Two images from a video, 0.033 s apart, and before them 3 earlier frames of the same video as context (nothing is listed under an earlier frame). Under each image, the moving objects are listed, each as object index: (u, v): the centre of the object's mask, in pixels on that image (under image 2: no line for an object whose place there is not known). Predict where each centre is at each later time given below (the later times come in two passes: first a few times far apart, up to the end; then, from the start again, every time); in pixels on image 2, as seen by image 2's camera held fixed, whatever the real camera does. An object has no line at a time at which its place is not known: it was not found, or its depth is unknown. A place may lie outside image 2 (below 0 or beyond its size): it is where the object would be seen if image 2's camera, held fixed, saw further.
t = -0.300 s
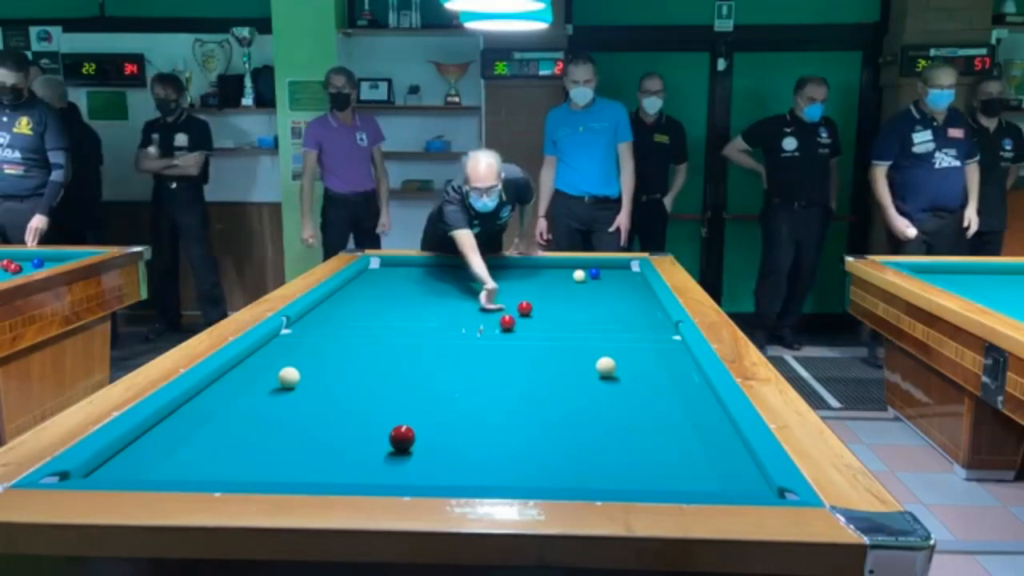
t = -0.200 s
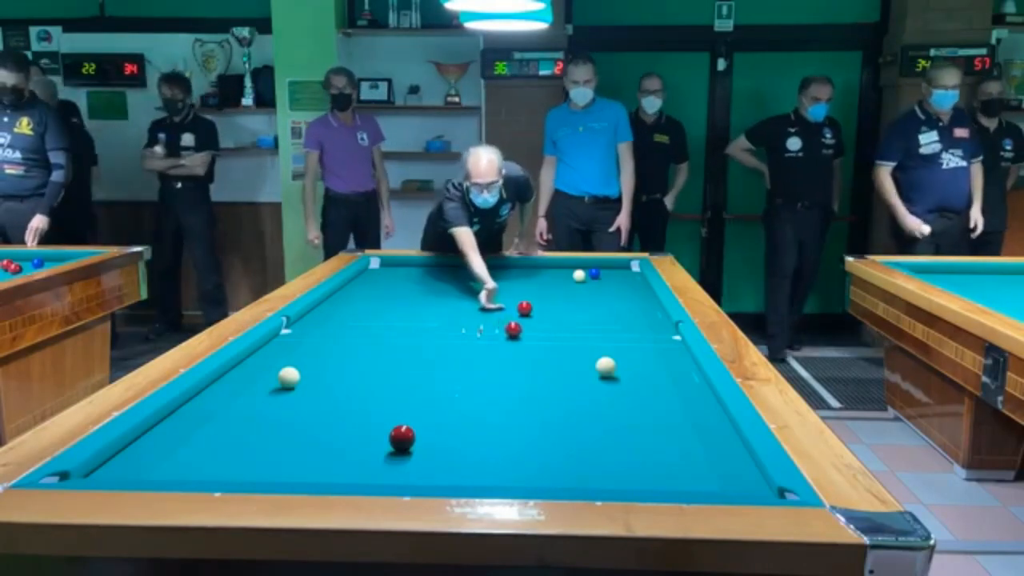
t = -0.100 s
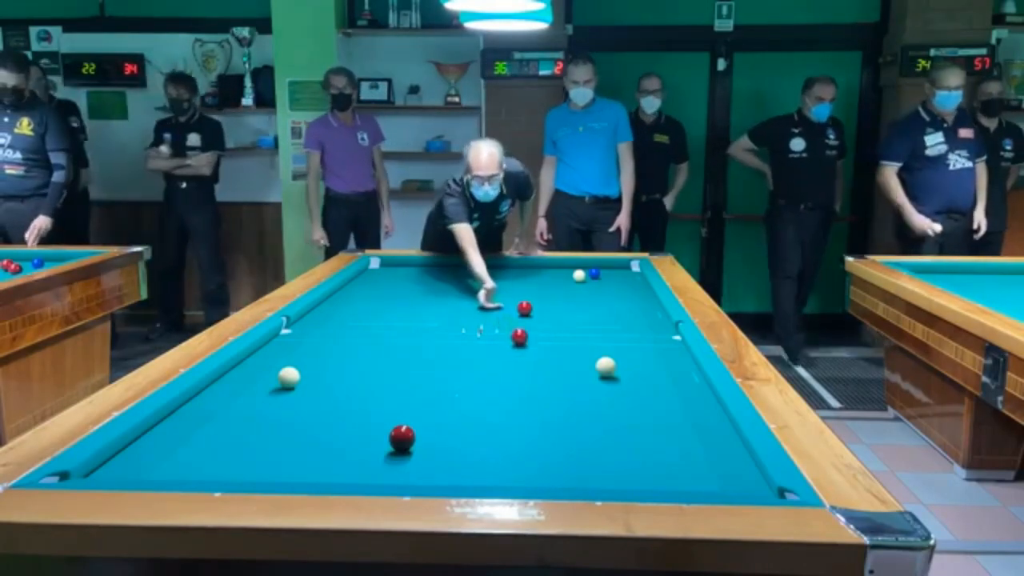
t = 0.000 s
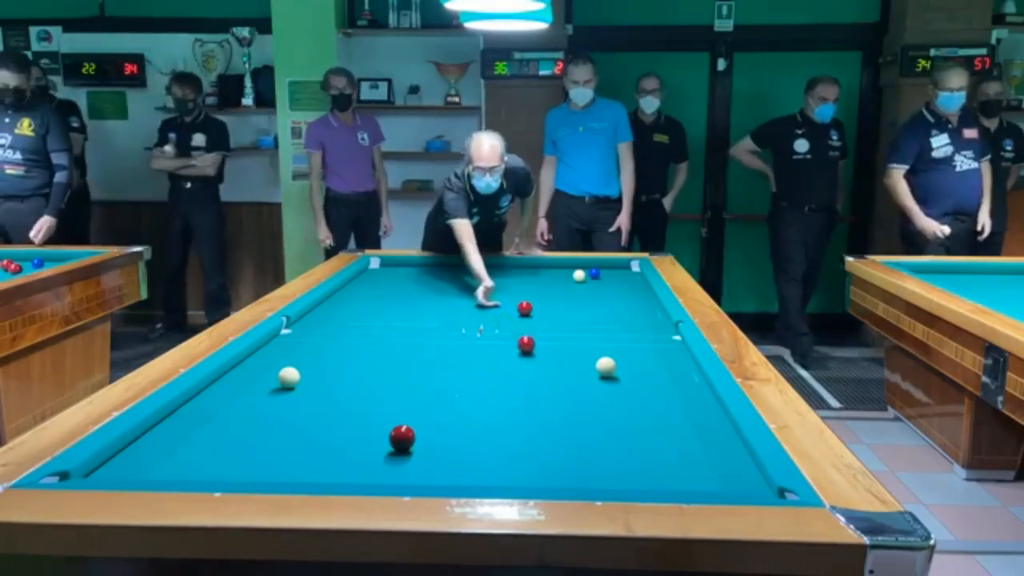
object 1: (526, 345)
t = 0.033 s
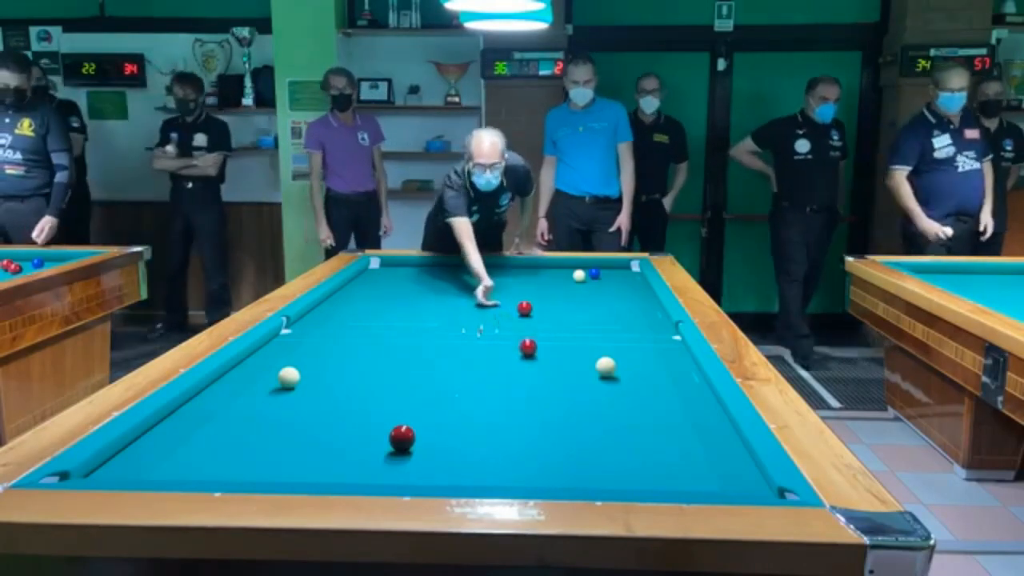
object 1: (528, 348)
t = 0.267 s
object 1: (546, 368)
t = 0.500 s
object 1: (567, 392)
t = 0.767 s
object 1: (597, 428)
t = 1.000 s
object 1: (630, 467)
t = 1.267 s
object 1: (656, 469)
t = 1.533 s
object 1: (668, 443)
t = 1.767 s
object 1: (677, 423)
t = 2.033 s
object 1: (685, 404)
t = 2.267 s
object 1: (691, 389)
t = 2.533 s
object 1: (690, 375)
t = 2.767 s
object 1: (679, 364)
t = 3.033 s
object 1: (667, 354)
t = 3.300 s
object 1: (657, 344)
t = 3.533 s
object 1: (650, 337)
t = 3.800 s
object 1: (642, 330)
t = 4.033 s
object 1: (635, 324)
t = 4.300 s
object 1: (628, 317)
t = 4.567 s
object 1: (622, 312)
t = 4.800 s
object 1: (617, 307)
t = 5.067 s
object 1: (611, 302)
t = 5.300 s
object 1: (607, 298)
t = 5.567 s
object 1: (602, 294)
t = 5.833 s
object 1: (598, 290)
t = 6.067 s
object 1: (594, 287)
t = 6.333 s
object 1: (590, 284)
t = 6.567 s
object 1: (588, 281)
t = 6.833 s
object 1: (584, 279)
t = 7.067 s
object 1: (584, 278)
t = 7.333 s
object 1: (585, 277)
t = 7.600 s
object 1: (585, 277)
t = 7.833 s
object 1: (585, 276)
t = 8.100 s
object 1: (585, 276)
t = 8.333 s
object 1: (585, 276)
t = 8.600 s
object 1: (585, 276)
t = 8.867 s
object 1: (585, 276)
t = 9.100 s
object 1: (585, 276)
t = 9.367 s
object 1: (585, 275)
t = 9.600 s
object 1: (585, 275)
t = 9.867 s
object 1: (585, 275)
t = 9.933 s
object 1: (585, 275)
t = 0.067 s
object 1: (530, 350)
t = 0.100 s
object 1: (533, 353)
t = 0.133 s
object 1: (535, 356)
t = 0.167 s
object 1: (538, 359)
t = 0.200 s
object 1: (540, 362)
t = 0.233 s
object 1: (543, 365)
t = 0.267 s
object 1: (546, 368)
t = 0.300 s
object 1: (549, 371)
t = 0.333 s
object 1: (551, 375)
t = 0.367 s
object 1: (555, 378)
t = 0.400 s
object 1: (558, 382)
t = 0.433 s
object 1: (561, 386)
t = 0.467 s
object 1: (564, 390)
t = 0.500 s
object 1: (567, 392)
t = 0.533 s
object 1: (570, 396)
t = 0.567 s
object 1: (574, 400)
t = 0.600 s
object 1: (577, 405)
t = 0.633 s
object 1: (581, 409)
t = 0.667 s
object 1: (585, 413)
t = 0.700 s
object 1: (588, 418)
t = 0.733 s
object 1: (592, 423)
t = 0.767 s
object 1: (597, 428)
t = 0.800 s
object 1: (601, 433)
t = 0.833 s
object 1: (605, 438)
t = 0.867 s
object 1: (610, 444)
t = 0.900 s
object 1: (615, 449)
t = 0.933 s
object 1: (620, 455)
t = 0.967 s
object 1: (625, 461)
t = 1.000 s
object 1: (630, 467)
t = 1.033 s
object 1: (636, 474)
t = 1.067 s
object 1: (642, 479)
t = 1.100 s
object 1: (649, 483)
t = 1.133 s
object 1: (654, 486)
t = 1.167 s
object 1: (654, 481)
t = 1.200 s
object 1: (654, 478)
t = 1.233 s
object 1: (655, 473)
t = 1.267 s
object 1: (656, 469)
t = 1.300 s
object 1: (658, 466)
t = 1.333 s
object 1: (660, 463)
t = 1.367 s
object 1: (661, 460)
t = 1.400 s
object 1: (662, 456)
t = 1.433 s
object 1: (664, 453)
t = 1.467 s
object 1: (665, 450)
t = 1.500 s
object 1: (667, 446)
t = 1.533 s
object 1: (668, 443)
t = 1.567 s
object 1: (669, 440)
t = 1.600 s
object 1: (670, 437)
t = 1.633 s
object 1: (672, 434)
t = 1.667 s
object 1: (673, 431)
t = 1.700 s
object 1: (674, 428)
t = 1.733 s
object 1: (676, 426)
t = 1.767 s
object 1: (677, 423)
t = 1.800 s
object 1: (678, 420)
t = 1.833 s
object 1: (679, 418)
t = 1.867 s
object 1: (680, 416)
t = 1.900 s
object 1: (681, 413)
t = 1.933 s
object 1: (682, 411)
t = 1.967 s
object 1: (683, 409)
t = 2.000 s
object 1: (684, 406)
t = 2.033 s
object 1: (685, 404)
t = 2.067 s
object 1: (686, 401)
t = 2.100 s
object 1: (687, 399)
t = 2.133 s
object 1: (688, 397)
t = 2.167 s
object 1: (689, 396)
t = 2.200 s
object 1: (690, 393)
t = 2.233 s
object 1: (690, 391)
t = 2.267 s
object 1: (691, 389)
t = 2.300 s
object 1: (692, 387)
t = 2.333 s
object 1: (693, 385)
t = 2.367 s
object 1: (694, 383)
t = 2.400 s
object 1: (695, 381)
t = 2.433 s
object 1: (695, 380)
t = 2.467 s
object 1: (693, 378)
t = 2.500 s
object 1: (691, 377)
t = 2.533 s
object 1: (690, 375)
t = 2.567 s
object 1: (688, 373)
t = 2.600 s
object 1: (686, 372)
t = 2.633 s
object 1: (685, 371)
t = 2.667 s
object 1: (684, 369)
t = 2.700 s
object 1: (682, 367)
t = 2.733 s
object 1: (680, 366)
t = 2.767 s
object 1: (679, 364)
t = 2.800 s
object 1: (677, 363)
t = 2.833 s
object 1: (676, 361)
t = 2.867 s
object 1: (674, 360)
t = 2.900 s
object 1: (673, 359)
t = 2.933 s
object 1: (671, 357)
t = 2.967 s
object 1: (670, 356)
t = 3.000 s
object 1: (669, 355)
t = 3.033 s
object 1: (667, 354)
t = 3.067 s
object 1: (666, 352)
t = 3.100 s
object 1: (665, 351)
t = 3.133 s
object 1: (663, 350)
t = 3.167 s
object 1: (662, 349)
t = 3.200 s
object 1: (661, 348)
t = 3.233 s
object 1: (660, 346)
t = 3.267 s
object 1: (659, 345)
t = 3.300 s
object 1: (657, 344)
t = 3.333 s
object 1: (656, 343)
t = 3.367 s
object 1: (655, 342)
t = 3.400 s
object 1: (654, 341)
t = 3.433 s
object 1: (653, 340)
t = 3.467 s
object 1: (652, 339)
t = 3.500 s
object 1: (651, 338)
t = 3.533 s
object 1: (650, 337)
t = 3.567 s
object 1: (649, 336)
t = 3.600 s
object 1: (648, 335)
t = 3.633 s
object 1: (647, 334)
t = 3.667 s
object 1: (646, 333)
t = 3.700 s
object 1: (645, 332)
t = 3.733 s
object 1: (644, 331)
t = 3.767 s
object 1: (643, 330)
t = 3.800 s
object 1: (642, 330)
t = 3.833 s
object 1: (641, 329)
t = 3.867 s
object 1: (640, 328)
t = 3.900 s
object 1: (639, 327)
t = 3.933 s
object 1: (638, 326)
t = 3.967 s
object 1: (637, 325)
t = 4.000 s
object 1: (636, 324)
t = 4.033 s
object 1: (635, 324)
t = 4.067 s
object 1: (634, 322)
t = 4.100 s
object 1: (633, 322)
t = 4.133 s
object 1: (633, 321)
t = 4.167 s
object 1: (632, 320)
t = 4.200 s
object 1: (631, 319)
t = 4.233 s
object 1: (630, 319)
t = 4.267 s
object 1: (629, 318)
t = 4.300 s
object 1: (628, 317)
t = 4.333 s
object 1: (627, 316)
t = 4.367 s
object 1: (627, 316)
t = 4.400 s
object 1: (626, 315)
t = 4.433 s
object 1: (625, 314)
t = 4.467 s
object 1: (624, 314)
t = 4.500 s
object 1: (623, 313)
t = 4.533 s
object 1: (623, 312)
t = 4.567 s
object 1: (622, 312)
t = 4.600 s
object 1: (621, 311)
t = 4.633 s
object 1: (620, 310)
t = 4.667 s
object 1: (619, 309)
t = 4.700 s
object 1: (619, 309)
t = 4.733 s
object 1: (618, 308)
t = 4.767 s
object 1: (617, 307)
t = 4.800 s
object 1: (617, 307)
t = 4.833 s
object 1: (616, 306)
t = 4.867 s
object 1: (615, 306)
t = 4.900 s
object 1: (614, 305)
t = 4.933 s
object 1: (614, 304)
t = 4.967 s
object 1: (613, 304)
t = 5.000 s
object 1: (612, 303)
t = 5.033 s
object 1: (612, 302)
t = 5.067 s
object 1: (611, 302)
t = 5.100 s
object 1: (611, 301)
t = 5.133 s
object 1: (610, 301)
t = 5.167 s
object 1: (609, 300)
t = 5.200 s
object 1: (608, 300)
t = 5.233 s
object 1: (608, 299)
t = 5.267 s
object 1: (607, 298)
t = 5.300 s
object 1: (607, 298)
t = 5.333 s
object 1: (606, 297)
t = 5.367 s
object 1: (606, 297)
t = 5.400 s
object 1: (605, 296)
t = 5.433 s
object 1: (604, 296)
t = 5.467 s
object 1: (604, 295)
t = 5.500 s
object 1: (603, 294)
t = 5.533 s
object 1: (603, 294)
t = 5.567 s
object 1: (602, 294)
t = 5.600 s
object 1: (602, 293)
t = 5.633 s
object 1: (601, 293)
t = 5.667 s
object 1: (600, 292)
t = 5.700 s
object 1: (600, 292)
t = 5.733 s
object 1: (599, 291)
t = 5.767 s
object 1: (599, 290)
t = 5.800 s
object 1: (598, 290)
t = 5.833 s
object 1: (598, 290)
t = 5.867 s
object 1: (598, 289)
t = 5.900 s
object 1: (597, 289)
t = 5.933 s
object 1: (596, 288)
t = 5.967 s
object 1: (596, 288)
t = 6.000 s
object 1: (595, 287)
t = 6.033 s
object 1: (595, 287)
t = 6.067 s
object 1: (594, 287)
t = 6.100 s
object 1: (594, 286)
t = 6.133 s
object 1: (594, 286)
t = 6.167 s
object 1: (593, 285)
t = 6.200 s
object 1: (593, 285)
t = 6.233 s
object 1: (592, 285)
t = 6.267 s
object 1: (591, 285)
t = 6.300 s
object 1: (591, 284)
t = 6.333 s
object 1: (590, 284)
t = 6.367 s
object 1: (590, 284)
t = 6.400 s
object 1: (590, 283)
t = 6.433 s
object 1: (589, 283)
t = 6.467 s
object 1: (589, 282)
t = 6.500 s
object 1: (589, 282)
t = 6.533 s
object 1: (588, 282)
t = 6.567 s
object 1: (588, 281)
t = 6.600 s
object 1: (587, 281)
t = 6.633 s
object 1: (587, 281)
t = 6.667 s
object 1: (586, 281)
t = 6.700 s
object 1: (586, 280)
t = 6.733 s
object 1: (586, 280)
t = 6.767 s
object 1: (585, 279)
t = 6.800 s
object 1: (584, 279)
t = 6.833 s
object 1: (584, 279)
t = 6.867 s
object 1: (584, 278)
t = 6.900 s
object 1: (584, 278)
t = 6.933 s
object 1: (584, 278)
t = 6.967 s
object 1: (584, 278)
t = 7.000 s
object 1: (584, 278)
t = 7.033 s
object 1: (584, 278)
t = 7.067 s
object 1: (584, 278)
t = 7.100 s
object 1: (584, 278)
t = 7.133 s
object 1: (584, 278)
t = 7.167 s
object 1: (584, 278)
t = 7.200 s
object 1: (584, 278)
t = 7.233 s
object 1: (584, 277)
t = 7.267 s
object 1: (585, 277)
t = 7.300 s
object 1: (584, 277)
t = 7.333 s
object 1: (585, 277)
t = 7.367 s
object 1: (585, 277)
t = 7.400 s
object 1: (585, 277)
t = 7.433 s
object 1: (585, 277)
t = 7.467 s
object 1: (585, 277)
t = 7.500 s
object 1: (585, 277)
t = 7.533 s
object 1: (585, 277)
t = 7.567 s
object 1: (585, 277)
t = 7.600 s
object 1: (585, 277)
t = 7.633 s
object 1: (585, 277)
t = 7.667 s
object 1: (585, 276)
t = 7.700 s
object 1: (585, 276)
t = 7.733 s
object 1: (585, 276)
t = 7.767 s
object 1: (585, 276)
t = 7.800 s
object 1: (585, 276)
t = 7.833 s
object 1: (585, 276)
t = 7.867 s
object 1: (585, 276)
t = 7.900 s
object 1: (585, 276)
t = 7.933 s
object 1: (585, 276)
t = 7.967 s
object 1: (585, 276)
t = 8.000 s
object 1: (585, 276)
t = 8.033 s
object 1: (585, 276)
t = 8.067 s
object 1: (585, 276)
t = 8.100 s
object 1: (585, 276)
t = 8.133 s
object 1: (585, 276)
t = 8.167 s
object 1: (585, 276)
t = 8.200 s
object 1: (585, 276)
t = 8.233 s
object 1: (585, 276)
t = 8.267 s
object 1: (585, 276)
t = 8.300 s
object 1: (585, 276)
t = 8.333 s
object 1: (585, 276)
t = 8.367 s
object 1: (585, 276)
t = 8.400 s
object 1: (585, 276)
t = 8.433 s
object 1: (585, 276)
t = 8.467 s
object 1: (585, 276)
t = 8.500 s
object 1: (585, 276)
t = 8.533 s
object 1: (585, 276)
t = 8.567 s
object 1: (585, 275)
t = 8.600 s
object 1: (585, 276)
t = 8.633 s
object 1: (585, 276)
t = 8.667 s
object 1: (585, 275)
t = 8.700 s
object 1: (585, 276)
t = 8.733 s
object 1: (585, 276)
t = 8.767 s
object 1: (585, 276)
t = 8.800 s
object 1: (585, 276)
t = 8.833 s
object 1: (585, 276)
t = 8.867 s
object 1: (585, 276)
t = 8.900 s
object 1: (585, 276)
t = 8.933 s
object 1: (585, 276)
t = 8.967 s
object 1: (585, 276)
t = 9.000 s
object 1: (585, 276)
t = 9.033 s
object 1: (585, 276)
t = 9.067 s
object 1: (585, 276)
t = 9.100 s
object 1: (585, 276)
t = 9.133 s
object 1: (585, 276)
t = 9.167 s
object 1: (585, 275)
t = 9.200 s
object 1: (585, 275)
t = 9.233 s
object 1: (585, 275)
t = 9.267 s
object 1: (585, 275)
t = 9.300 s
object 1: (585, 275)
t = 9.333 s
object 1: (585, 275)
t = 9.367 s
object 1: (585, 275)
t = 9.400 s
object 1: (585, 275)
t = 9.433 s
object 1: (585, 275)
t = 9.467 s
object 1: (585, 275)
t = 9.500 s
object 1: (585, 275)
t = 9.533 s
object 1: (585, 275)
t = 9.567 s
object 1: (585, 275)
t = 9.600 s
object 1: (585, 275)
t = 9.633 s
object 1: (585, 275)
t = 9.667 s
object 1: (585, 275)
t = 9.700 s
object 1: (585, 275)
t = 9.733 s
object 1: (585, 275)
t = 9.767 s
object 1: (585, 275)
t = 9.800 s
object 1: (585, 275)
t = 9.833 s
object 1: (585, 275)
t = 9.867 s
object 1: (585, 275)
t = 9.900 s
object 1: (585, 275)
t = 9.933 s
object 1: (585, 275)
